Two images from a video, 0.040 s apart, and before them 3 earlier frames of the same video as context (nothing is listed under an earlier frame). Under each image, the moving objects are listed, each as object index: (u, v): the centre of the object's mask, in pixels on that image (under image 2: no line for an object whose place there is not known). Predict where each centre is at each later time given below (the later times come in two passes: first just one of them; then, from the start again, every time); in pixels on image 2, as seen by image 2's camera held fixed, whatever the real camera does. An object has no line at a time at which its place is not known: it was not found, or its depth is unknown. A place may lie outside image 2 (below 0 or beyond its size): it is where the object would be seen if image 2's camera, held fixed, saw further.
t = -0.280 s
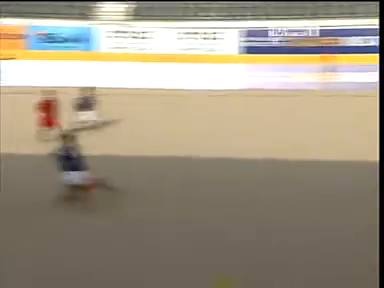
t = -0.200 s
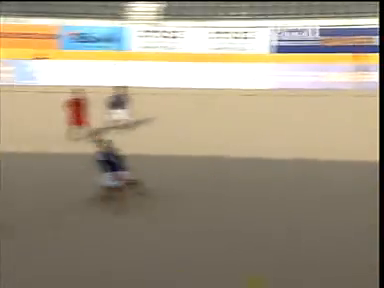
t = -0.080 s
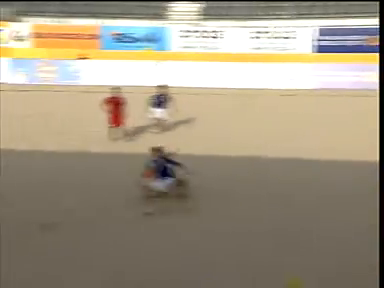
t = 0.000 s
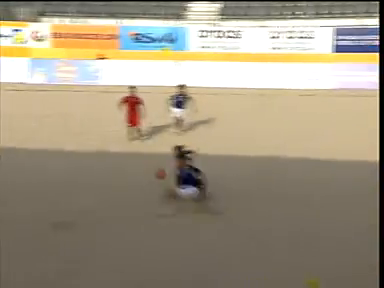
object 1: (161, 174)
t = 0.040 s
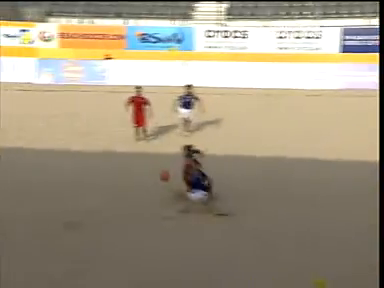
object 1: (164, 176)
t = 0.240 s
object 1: (154, 197)
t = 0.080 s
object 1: (162, 179)
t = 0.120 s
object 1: (160, 182)
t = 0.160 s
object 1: (158, 186)
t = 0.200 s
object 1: (156, 191)
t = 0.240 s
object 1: (154, 197)
